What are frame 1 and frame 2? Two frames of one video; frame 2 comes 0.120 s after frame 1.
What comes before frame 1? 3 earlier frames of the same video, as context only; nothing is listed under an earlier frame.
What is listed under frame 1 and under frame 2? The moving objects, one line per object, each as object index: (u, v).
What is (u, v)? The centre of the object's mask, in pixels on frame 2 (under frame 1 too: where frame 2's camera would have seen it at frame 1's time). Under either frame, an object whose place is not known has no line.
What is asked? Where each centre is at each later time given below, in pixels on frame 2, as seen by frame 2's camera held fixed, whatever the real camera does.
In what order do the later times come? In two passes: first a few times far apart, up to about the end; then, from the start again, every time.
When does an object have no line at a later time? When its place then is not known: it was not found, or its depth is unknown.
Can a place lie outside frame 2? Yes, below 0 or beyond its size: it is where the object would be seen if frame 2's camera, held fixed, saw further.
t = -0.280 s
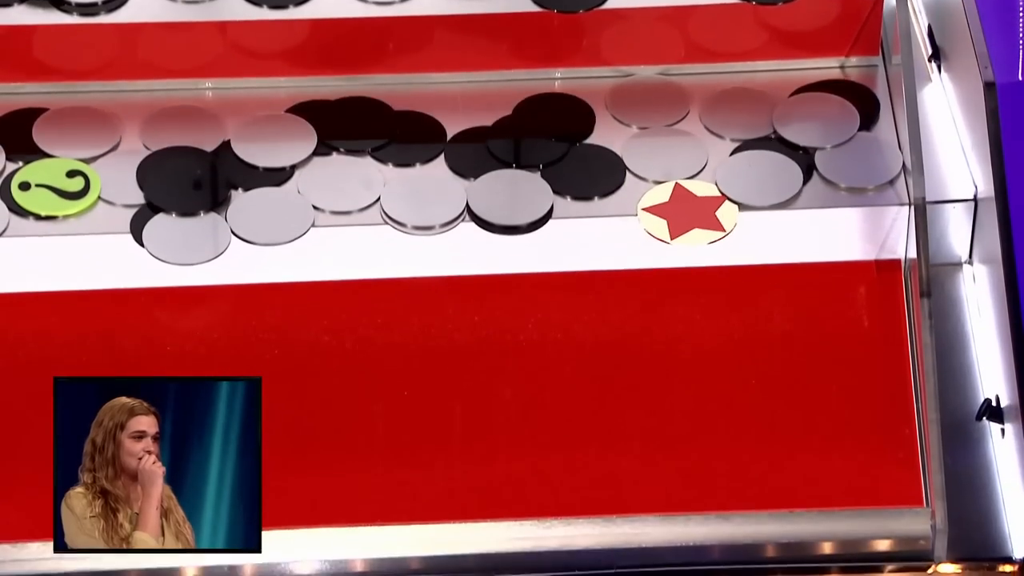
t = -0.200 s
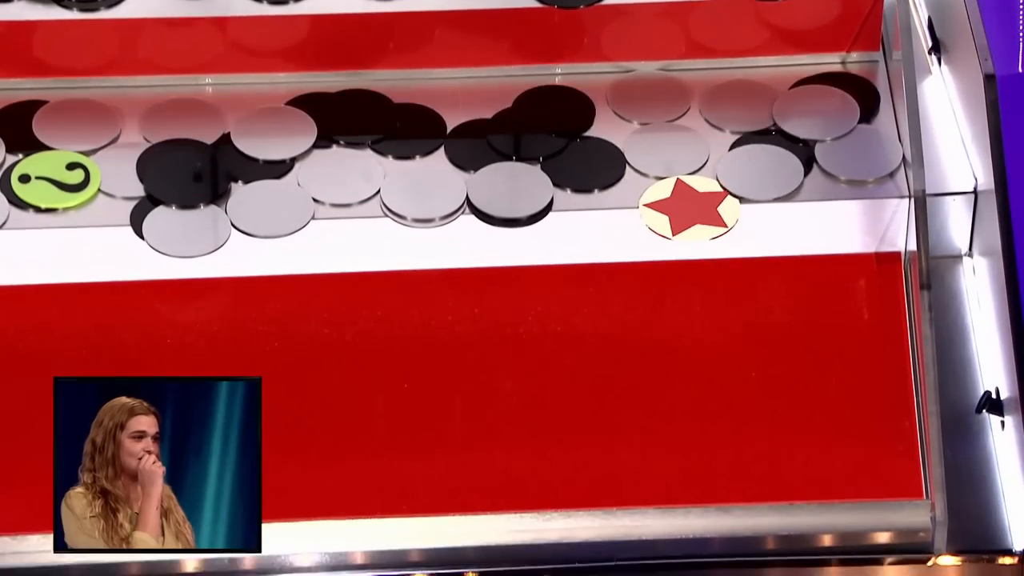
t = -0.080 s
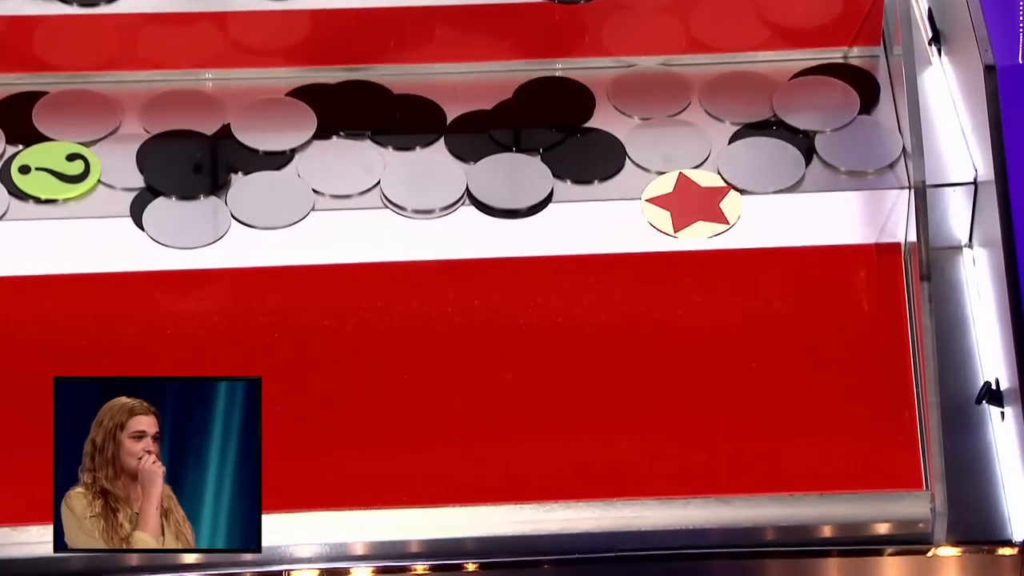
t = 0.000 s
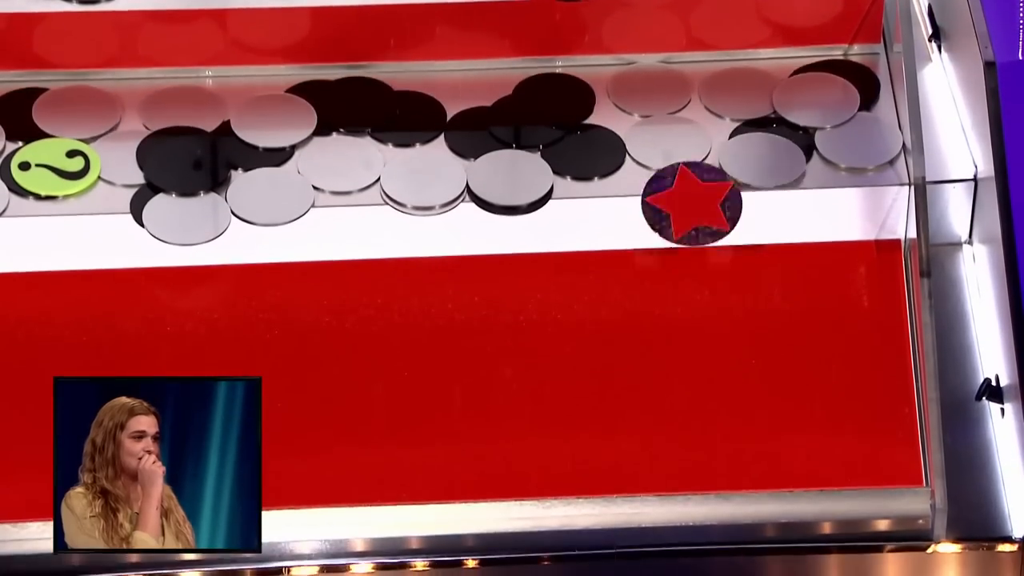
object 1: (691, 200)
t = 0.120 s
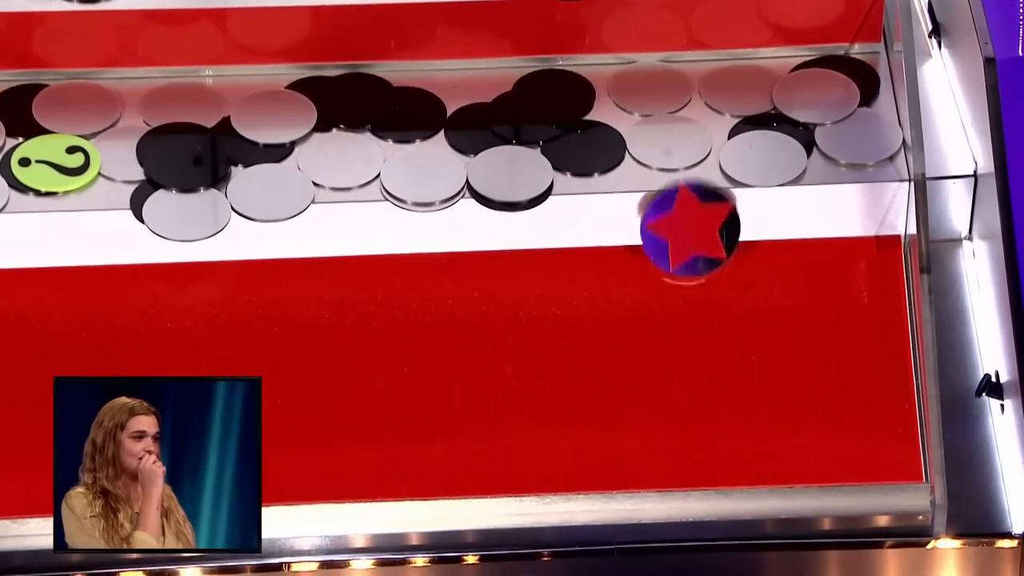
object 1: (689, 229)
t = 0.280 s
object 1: (693, 325)
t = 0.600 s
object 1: (706, 447)
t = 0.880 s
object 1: (707, 458)
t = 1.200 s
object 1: (707, 458)
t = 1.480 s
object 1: (708, 458)
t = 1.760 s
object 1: (708, 458)
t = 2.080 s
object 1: (708, 458)
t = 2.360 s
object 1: (708, 459)
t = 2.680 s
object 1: (708, 459)
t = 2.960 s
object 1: (709, 459)
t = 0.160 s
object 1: (690, 246)
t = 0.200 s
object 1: (691, 267)
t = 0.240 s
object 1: (692, 294)
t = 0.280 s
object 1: (693, 325)
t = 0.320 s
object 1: (695, 346)
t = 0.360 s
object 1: (698, 373)
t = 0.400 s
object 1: (700, 405)
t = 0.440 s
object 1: (703, 442)
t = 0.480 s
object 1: (702, 451)
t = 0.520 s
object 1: (703, 447)
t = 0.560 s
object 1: (705, 447)
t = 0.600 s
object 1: (706, 447)
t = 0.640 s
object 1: (707, 451)
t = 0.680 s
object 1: (708, 456)
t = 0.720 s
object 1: (709, 456)
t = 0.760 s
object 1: (709, 456)
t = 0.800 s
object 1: (708, 457)
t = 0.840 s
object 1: (707, 458)
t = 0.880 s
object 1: (707, 458)
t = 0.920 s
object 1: (707, 458)
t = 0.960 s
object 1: (707, 458)
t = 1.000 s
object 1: (707, 458)
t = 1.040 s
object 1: (708, 458)
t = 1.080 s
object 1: (707, 458)
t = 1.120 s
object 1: (707, 458)
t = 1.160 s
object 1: (707, 458)
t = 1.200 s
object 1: (707, 458)
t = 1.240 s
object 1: (708, 458)
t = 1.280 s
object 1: (708, 458)
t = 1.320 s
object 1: (707, 458)
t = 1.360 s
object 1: (708, 458)
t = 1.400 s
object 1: (708, 458)
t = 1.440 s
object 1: (708, 458)
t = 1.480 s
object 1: (708, 458)
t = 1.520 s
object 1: (708, 458)
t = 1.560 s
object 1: (708, 458)
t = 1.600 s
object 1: (708, 458)
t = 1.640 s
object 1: (708, 458)
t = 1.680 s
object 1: (708, 458)
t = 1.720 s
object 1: (708, 458)
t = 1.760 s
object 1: (708, 458)
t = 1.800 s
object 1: (707, 458)
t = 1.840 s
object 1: (708, 458)
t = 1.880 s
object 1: (708, 458)
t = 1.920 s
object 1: (708, 458)
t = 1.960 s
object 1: (708, 458)
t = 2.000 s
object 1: (708, 458)
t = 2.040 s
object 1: (708, 458)
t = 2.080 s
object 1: (708, 458)
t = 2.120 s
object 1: (708, 458)
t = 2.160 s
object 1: (708, 458)
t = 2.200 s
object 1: (708, 458)
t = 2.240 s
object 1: (708, 459)
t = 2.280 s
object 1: (708, 458)
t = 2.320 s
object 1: (708, 459)
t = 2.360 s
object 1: (708, 459)
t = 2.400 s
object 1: (708, 459)
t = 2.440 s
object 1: (708, 459)
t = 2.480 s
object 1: (708, 459)
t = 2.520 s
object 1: (708, 459)
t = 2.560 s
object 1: (708, 459)
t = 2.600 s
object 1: (708, 459)
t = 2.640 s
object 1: (708, 459)
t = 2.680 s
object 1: (708, 459)
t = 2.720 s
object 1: (708, 459)
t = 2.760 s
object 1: (708, 459)
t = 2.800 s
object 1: (708, 459)
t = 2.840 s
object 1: (708, 459)
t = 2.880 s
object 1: (708, 459)
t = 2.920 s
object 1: (709, 459)
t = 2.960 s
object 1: (709, 459)
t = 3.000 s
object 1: (709, 459)
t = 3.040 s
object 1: (709, 459)
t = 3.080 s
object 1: (709, 459)
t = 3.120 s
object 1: (709, 459)
